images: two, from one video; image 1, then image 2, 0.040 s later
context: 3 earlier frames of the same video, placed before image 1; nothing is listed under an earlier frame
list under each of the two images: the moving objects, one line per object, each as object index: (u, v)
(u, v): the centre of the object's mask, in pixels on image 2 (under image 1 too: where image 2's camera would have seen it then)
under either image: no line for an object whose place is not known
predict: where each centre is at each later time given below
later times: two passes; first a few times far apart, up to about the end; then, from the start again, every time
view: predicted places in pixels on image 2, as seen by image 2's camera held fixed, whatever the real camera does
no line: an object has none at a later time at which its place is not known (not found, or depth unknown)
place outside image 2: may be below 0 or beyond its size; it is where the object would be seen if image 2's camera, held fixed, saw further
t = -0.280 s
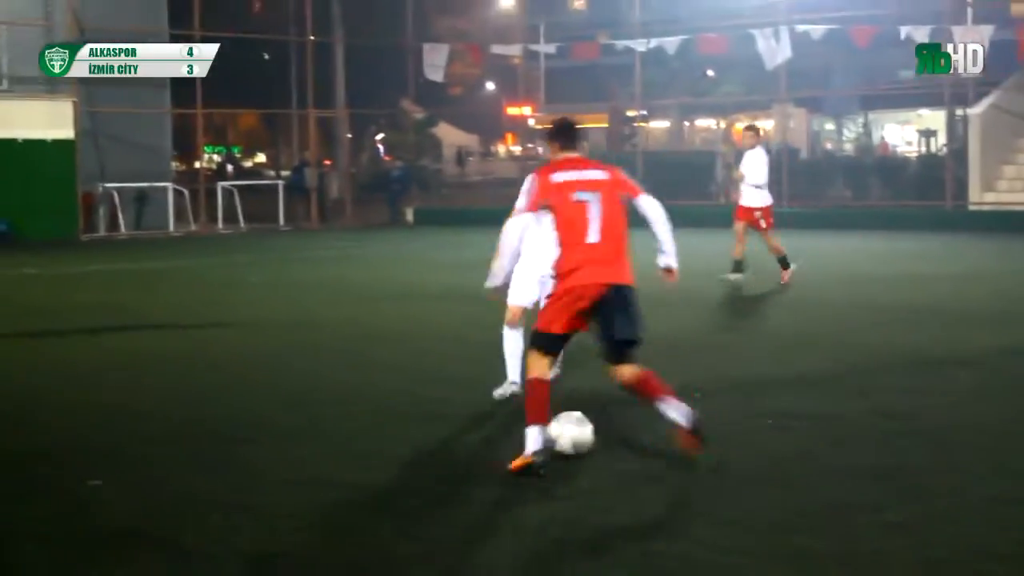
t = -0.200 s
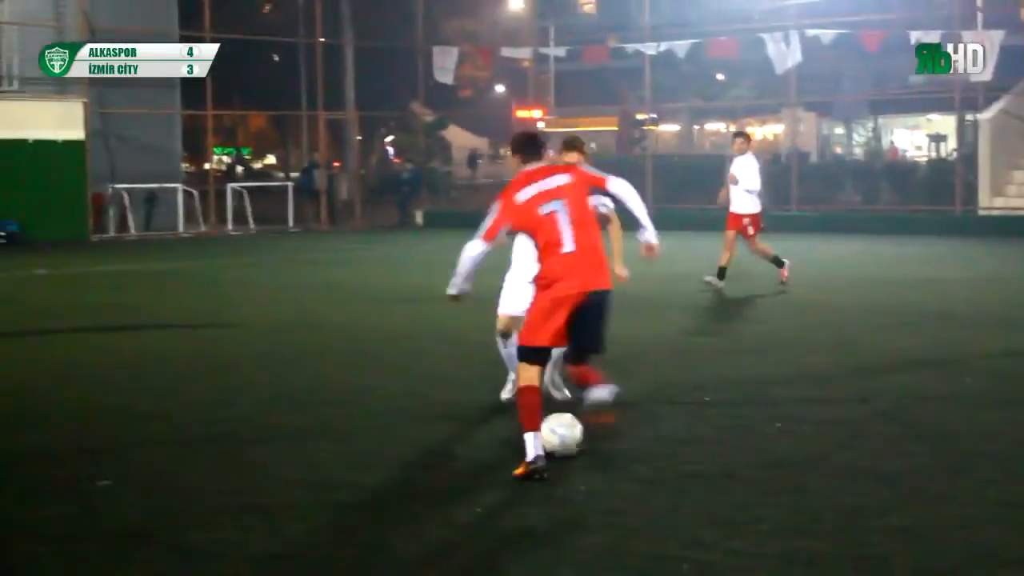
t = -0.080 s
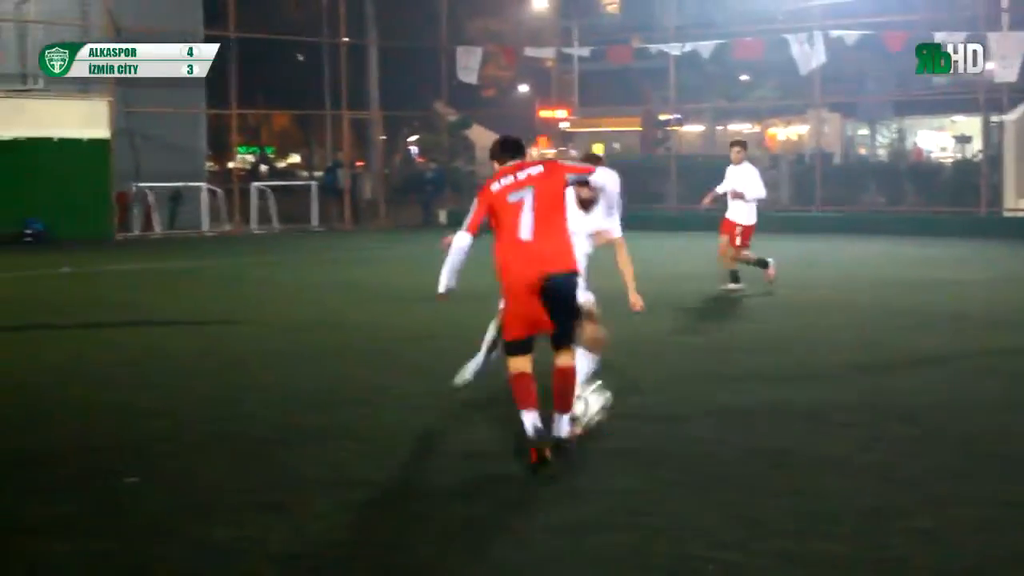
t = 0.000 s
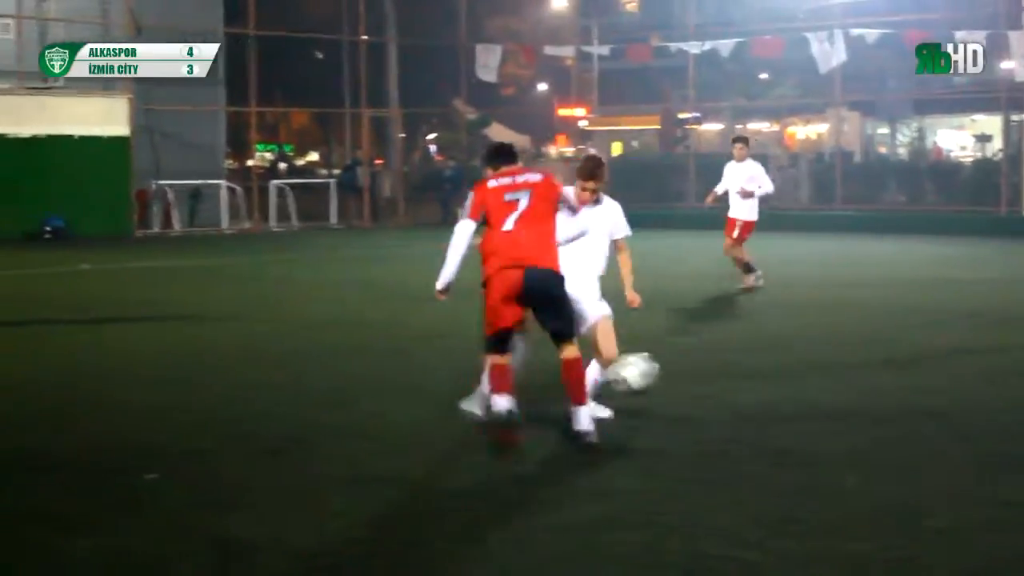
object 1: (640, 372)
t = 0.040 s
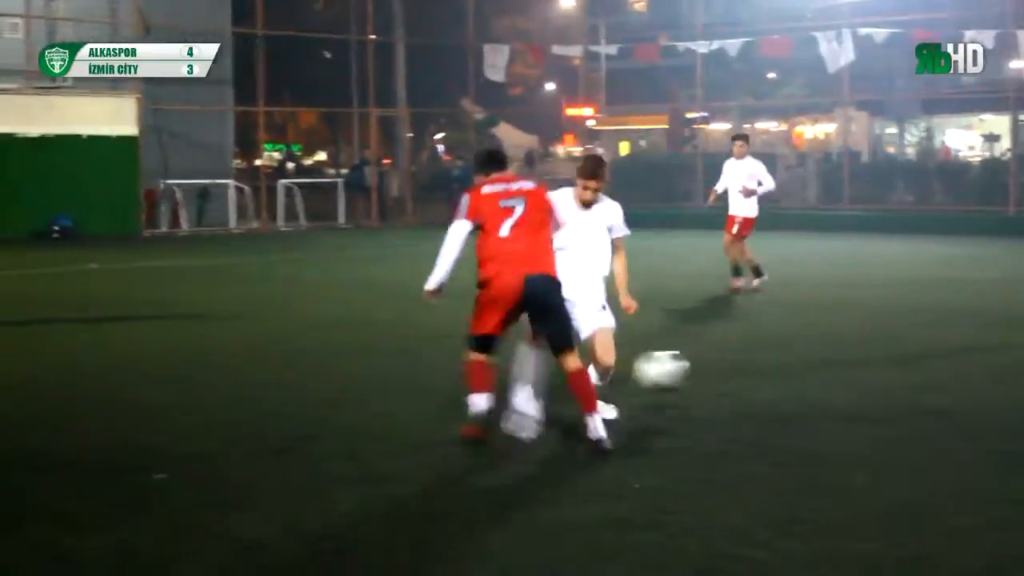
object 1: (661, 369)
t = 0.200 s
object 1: (740, 364)
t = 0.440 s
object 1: (808, 344)
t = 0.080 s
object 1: (684, 369)
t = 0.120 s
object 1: (705, 373)
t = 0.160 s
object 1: (723, 375)
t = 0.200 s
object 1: (740, 364)
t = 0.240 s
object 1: (753, 354)
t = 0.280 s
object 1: (766, 345)
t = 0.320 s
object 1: (780, 341)
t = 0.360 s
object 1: (791, 340)
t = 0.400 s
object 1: (800, 341)
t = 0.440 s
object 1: (808, 344)
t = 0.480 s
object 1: (819, 347)
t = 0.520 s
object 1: (828, 339)
